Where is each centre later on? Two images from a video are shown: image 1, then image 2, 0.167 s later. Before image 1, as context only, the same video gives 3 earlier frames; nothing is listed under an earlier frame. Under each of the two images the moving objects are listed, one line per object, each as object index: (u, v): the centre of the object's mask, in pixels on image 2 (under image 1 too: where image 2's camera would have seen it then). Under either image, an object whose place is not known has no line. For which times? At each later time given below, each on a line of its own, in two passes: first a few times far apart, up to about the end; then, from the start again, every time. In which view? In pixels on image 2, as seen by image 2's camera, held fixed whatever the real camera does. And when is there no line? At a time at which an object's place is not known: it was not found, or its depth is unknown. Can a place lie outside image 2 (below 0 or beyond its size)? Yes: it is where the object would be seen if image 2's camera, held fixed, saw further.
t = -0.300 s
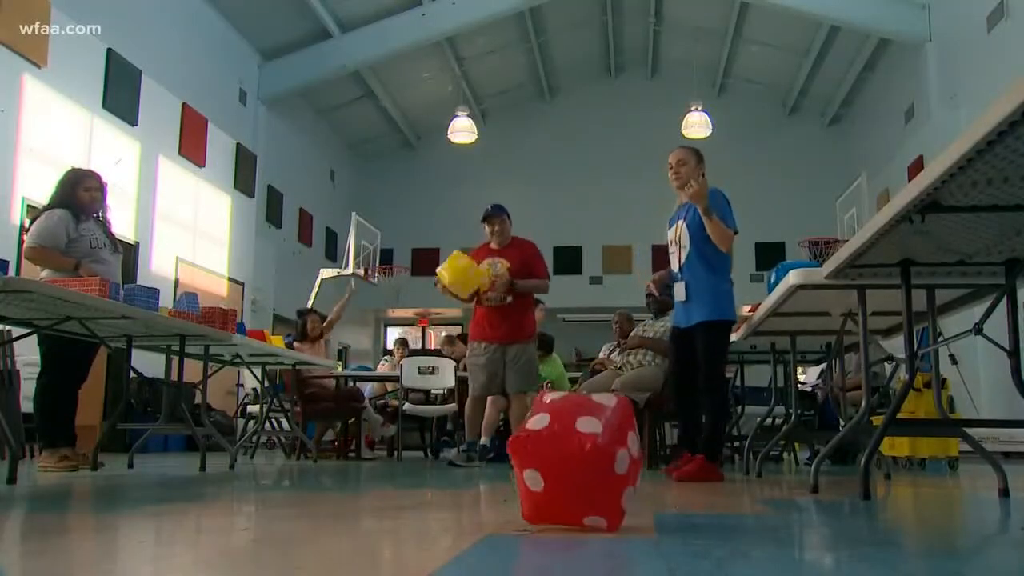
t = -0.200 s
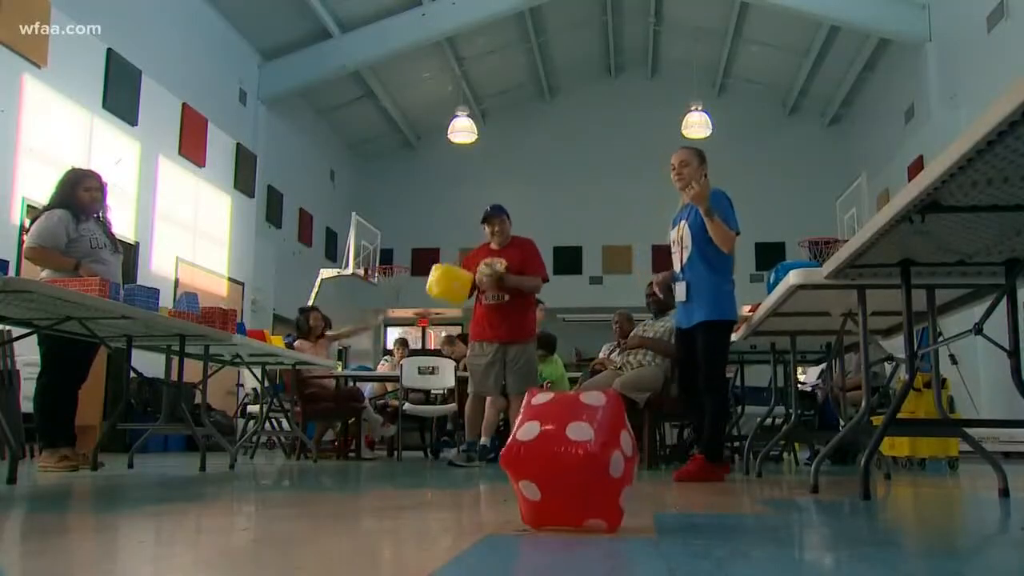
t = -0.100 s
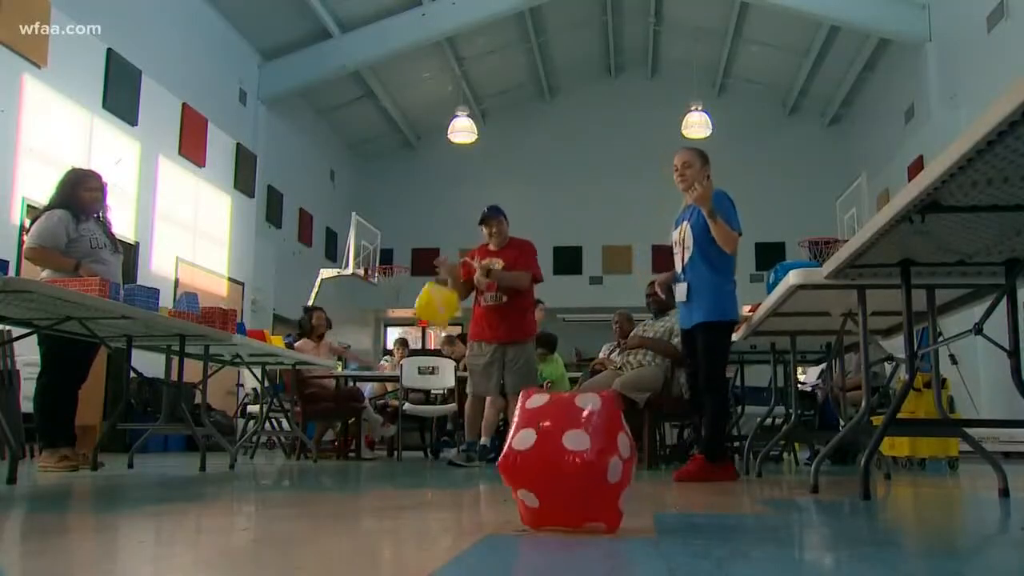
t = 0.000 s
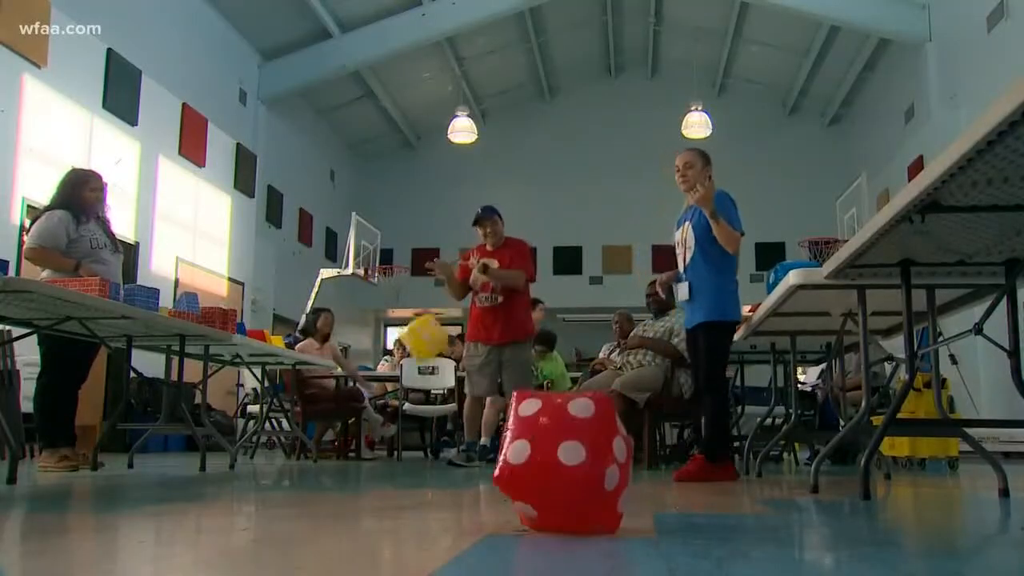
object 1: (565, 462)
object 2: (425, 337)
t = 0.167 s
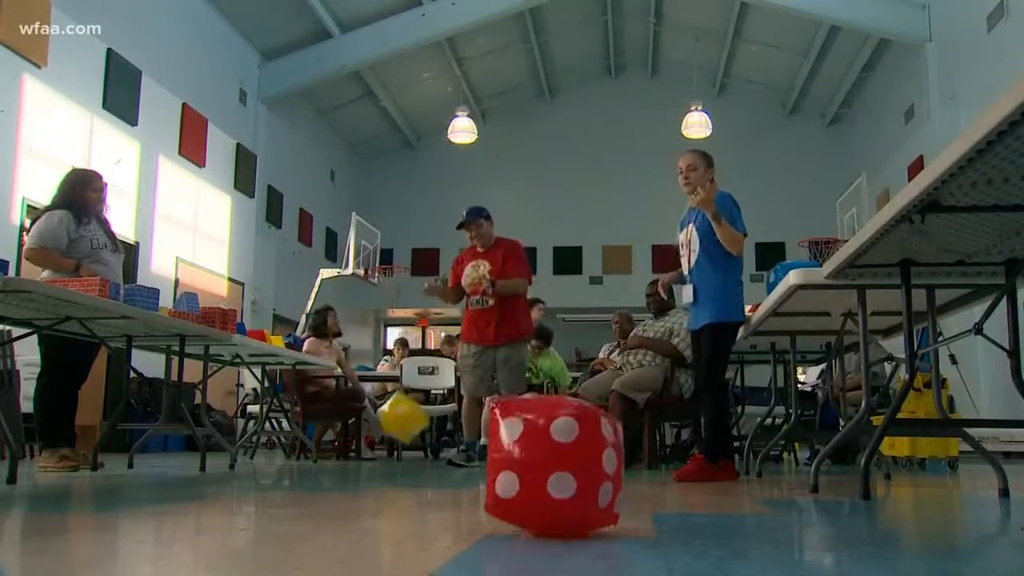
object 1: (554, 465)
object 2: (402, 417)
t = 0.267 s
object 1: (546, 465)
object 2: (393, 440)
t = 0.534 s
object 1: (534, 463)
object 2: (380, 409)
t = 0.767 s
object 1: (536, 463)
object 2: (365, 445)
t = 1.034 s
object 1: (550, 465)
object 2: (343, 451)
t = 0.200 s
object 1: (551, 466)
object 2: (398, 437)
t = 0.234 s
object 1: (548, 465)
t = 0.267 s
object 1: (546, 465)
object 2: (393, 440)
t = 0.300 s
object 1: (545, 464)
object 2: (392, 431)
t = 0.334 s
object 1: (544, 464)
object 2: (390, 424)
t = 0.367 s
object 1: (544, 464)
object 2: (388, 417)
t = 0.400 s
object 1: (543, 464)
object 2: (386, 413)
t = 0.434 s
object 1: (542, 462)
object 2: (384, 410)
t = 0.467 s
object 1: (541, 462)
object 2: (383, 409)
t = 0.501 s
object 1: (538, 463)
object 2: (381, 408)
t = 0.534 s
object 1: (534, 463)
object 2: (380, 409)
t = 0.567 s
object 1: (532, 462)
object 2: (378, 413)
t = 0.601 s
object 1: (532, 462)
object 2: (377, 417)
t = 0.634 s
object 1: (533, 463)
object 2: (375, 421)
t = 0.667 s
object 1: (535, 463)
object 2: (373, 429)
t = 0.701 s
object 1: (536, 463)
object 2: (371, 438)
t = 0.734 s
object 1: (536, 463)
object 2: (368, 444)
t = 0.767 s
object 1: (536, 463)
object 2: (365, 445)
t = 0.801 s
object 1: (537, 463)
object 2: (362, 446)
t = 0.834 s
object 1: (538, 463)
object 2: (360, 444)
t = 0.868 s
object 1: (539, 464)
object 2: (357, 443)
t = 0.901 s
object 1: (541, 464)
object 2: (354, 442)
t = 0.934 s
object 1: (544, 464)
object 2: (352, 443)
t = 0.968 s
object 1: (546, 464)
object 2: (349, 444)
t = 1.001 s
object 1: (548, 465)
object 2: (346, 448)
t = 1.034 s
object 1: (550, 465)
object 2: (343, 451)
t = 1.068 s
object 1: (552, 465)
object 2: (340, 449)
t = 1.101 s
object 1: (554, 466)
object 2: (337, 447)
